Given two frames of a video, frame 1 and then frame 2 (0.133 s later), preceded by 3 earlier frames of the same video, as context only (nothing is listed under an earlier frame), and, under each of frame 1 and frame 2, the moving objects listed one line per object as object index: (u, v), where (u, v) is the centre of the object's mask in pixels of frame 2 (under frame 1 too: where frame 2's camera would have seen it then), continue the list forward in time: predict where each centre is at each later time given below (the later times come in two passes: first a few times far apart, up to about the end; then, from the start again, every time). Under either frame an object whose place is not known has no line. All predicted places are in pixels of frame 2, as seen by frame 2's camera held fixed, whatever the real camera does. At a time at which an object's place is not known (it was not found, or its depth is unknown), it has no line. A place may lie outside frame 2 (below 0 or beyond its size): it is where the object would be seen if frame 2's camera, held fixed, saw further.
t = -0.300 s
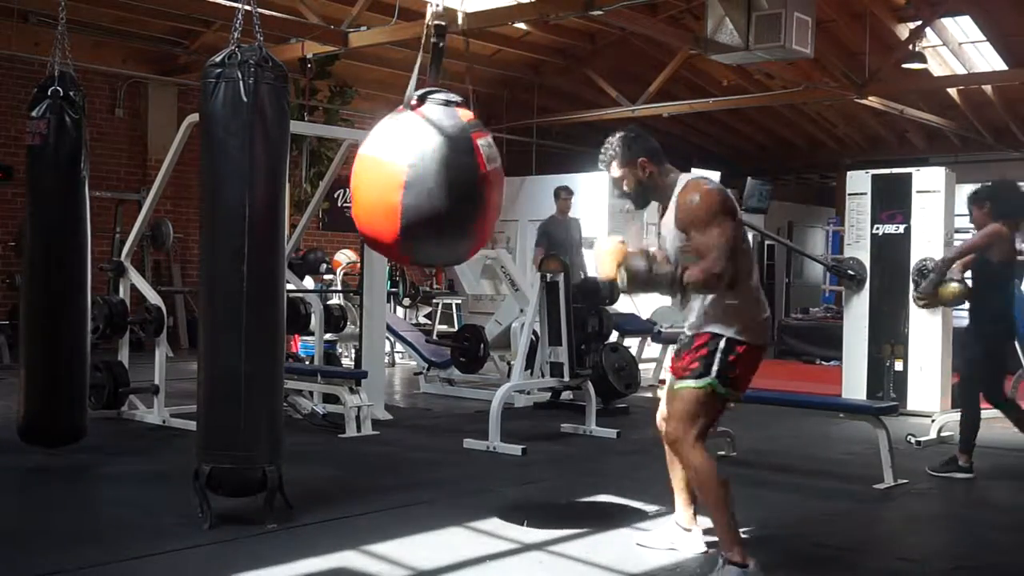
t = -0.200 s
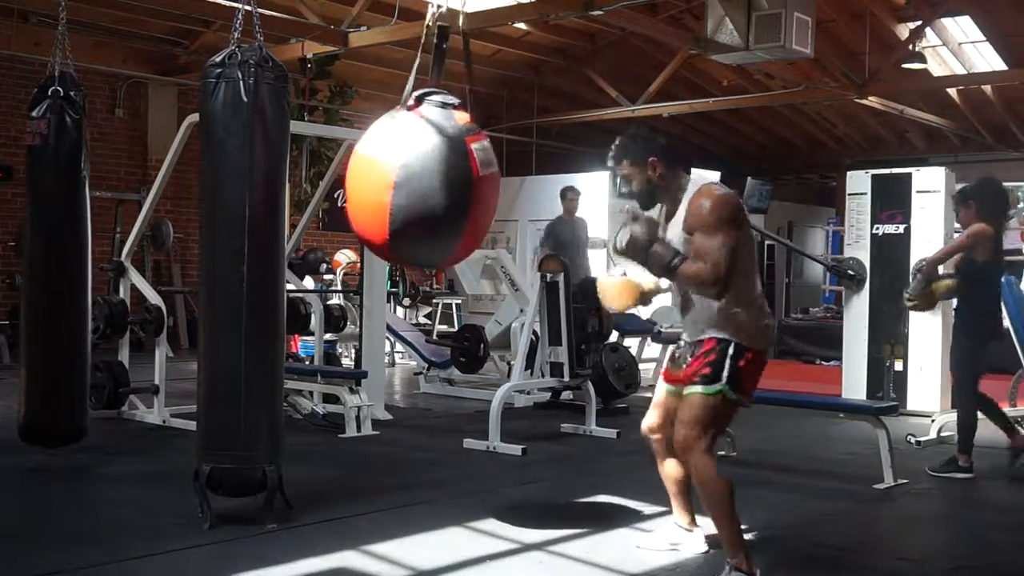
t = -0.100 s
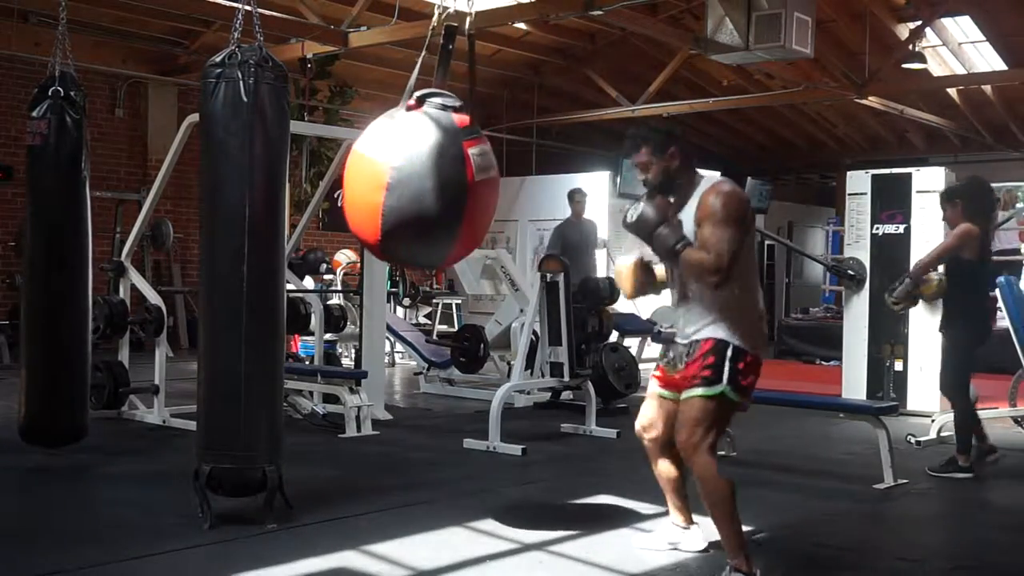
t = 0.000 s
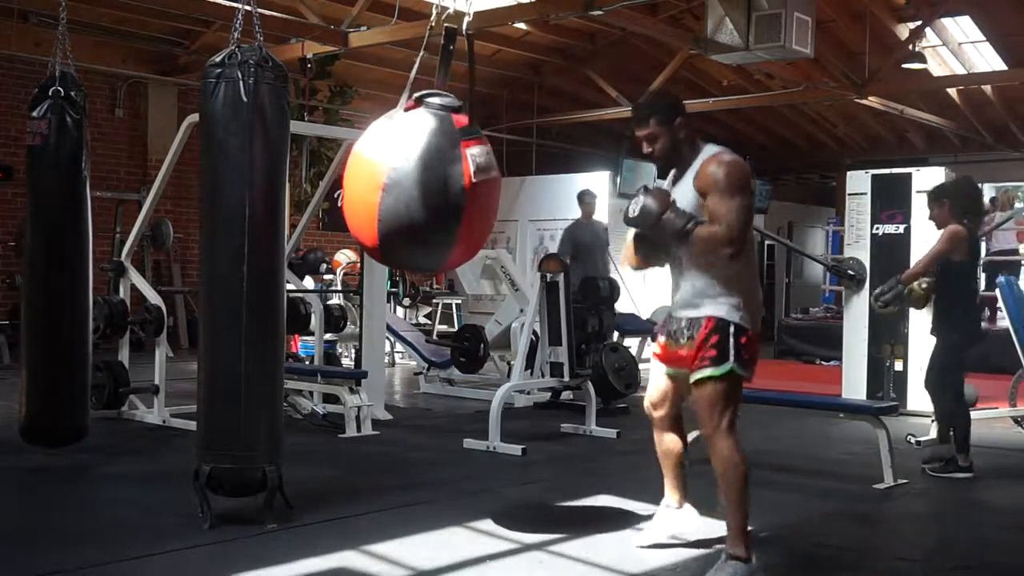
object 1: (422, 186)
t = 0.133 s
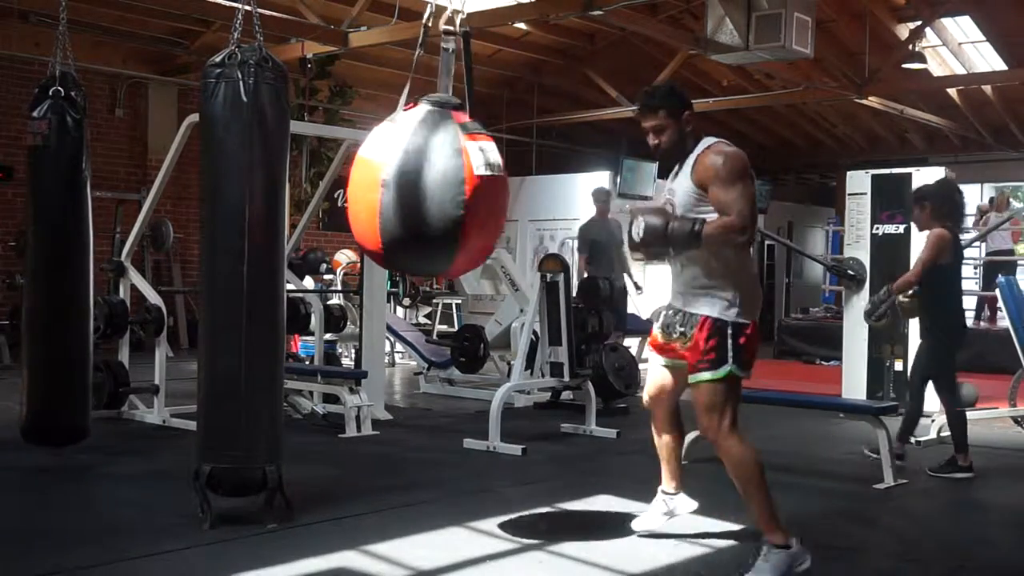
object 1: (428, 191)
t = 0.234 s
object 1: (436, 195)
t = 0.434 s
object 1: (463, 198)
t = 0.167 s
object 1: (430, 192)
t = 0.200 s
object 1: (433, 193)
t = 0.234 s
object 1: (436, 195)
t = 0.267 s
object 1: (440, 196)
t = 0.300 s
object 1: (443, 197)
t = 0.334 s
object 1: (448, 198)
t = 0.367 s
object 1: (452, 198)
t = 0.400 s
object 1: (457, 198)
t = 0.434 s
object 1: (463, 198)
